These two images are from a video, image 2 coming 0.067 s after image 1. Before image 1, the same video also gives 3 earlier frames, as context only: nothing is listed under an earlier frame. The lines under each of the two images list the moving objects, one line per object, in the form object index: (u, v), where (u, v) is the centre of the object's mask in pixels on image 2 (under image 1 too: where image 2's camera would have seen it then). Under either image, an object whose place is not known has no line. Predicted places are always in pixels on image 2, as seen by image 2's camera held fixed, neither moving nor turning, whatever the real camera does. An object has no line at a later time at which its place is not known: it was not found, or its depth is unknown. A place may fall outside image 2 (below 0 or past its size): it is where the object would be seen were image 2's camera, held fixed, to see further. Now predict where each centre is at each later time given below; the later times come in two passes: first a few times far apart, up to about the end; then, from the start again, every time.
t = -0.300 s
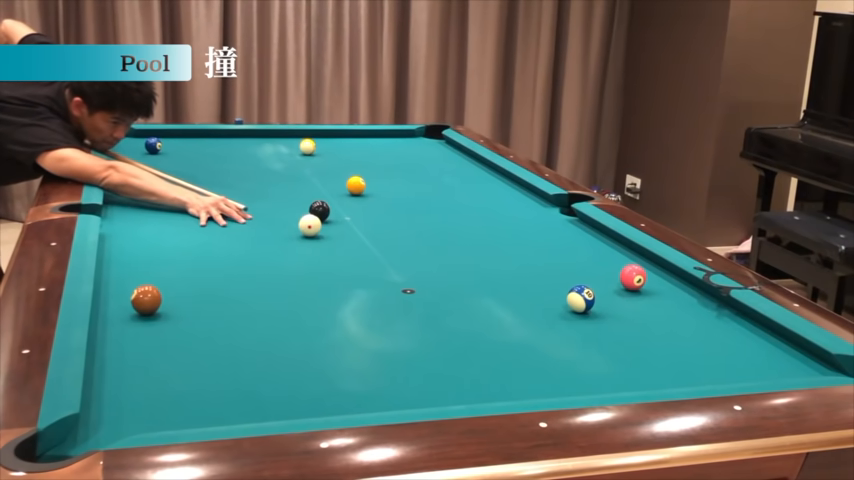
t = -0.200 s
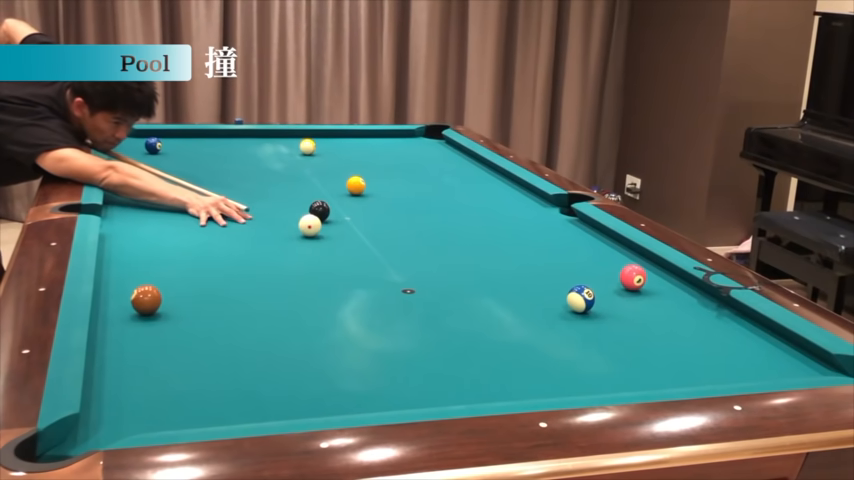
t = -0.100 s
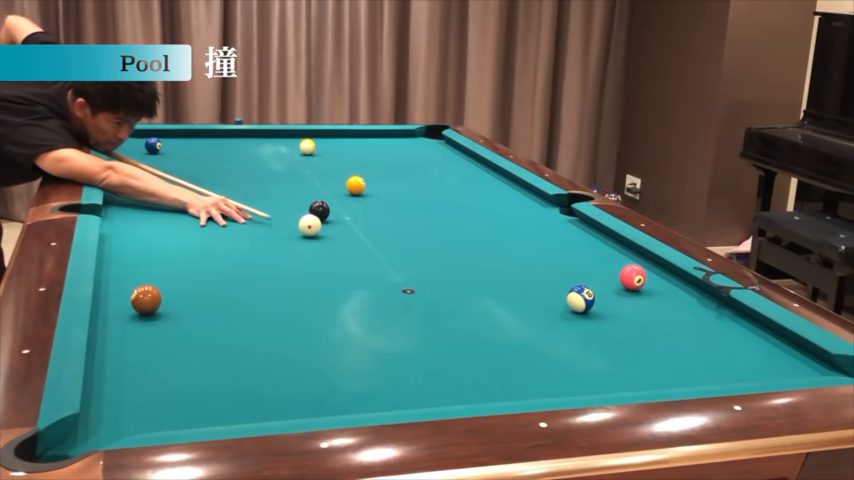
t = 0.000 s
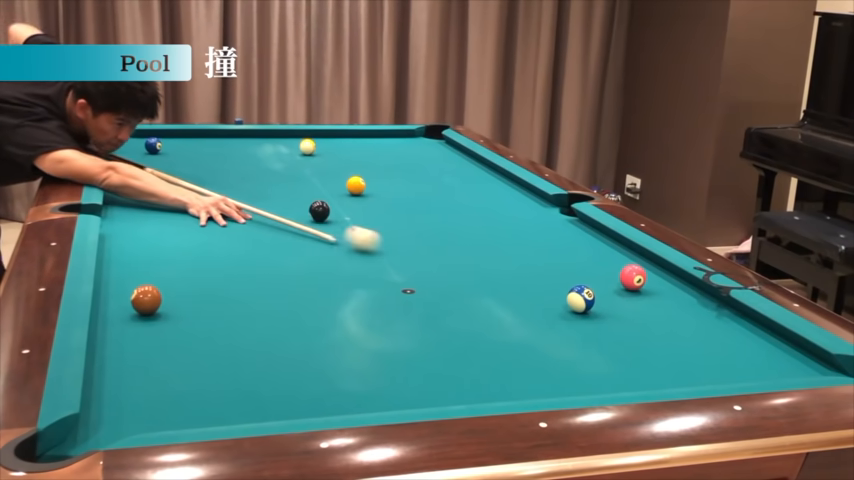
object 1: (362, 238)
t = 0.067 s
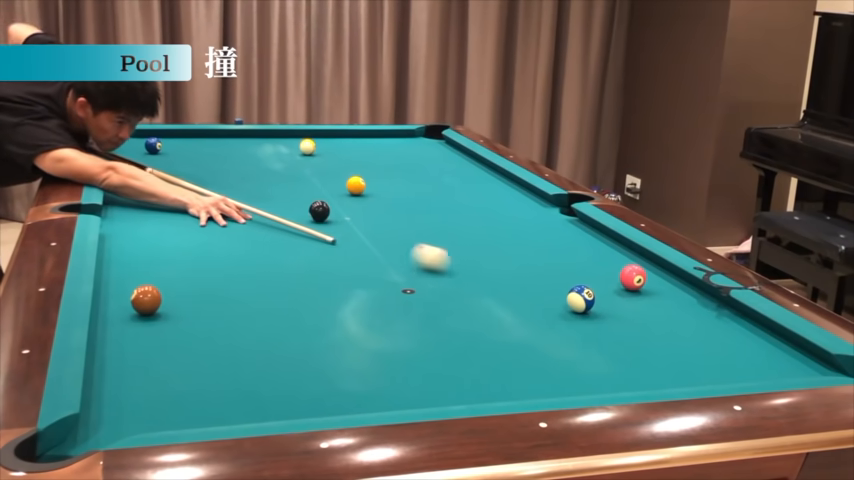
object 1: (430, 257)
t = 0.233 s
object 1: (558, 291)
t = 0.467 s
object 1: (536, 284)
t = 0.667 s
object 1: (511, 276)
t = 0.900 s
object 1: (485, 268)
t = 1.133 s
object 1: (460, 261)
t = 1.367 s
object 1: (439, 254)
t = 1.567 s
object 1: (422, 248)
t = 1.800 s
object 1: (404, 243)
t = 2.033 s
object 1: (389, 238)
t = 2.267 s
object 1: (374, 234)
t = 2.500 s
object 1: (361, 230)
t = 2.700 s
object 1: (352, 226)
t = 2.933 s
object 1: (342, 224)
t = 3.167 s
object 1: (333, 221)
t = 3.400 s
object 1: (324, 218)
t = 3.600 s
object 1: (318, 217)
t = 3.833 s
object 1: (312, 215)
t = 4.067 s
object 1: (307, 215)
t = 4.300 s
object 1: (303, 214)
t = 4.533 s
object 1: (301, 214)
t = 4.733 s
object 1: (300, 213)
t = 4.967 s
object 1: (300, 213)
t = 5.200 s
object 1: (300, 213)
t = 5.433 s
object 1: (300, 213)
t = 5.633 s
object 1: (300, 213)
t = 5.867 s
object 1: (300, 213)
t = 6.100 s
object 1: (300, 213)
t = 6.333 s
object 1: (300, 213)
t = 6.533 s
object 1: (300, 213)
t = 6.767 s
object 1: (300, 213)
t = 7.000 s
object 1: (300, 213)
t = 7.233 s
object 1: (300, 213)
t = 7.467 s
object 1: (300, 213)
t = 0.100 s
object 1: (466, 266)
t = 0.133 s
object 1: (503, 276)
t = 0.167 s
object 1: (541, 287)
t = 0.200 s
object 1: (558, 291)
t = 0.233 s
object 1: (558, 291)
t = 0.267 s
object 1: (557, 291)
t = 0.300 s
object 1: (556, 290)
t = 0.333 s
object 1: (552, 289)
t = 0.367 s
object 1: (549, 288)
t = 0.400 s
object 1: (544, 287)
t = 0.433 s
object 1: (540, 285)
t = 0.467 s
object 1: (536, 284)
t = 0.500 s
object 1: (531, 282)
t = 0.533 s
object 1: (527, 281)
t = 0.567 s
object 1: (523, 280)
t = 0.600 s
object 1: (519, 279)
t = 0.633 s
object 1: (515, 277)
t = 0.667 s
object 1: (511, 276)
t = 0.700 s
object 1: (507, 275)
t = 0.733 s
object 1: (503, 274)
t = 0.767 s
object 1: (499, 272)
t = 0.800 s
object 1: (496, 271)
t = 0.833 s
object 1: (492, 270)
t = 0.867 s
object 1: (488, 269)
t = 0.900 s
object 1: (485, 268)
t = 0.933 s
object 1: (481, 267)
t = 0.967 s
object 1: (477, 266)
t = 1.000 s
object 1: (474, 265)
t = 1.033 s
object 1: (471, 263)
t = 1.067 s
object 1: (467, 263)
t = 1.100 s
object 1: (464, 261)
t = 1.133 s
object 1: (460, 261)
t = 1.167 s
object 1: (457, 259)
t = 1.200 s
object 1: (454, 258)
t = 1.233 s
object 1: (451, 258)
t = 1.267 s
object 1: (448, 256)
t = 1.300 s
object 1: (445, 255)
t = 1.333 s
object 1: (442, 255)
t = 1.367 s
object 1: (439, 254)
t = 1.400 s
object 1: (436, 253)
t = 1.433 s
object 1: (433, 252)
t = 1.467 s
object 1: (430, 251)
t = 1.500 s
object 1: (428, 250)
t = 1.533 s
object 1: (425, 249)
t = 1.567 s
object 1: (422, 248)
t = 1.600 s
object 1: (420, 248)
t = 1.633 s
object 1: (417, 247)
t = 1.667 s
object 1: (414, 246)
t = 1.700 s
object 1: (412, 245)
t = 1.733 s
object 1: (409, 244)
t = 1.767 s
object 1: (407, 244)
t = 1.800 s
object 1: (404, 243)
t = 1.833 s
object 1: (402, 242)
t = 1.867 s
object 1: (400, 241)
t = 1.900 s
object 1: (397, 241)
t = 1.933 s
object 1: (395, 240)
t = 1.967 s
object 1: (393, 239)
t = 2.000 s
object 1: (390, 239)
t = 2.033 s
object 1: (389, 238)
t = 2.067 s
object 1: (387, 237)
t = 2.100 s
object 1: (384, 236)
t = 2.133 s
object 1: (382, 236)
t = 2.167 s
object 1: (380, 235)
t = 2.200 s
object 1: (378, 235)
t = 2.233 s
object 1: (376, 234)
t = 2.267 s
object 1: (374, 234)
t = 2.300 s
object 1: (372, 233)
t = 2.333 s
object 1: (370, 232)
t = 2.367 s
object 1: (368, 232)
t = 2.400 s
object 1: (367, 231)
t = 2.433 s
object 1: (365, 230)
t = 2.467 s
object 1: (363, 230)
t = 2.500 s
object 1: (361, 230)
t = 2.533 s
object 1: (360, 229)
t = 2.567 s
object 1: (358, 228)
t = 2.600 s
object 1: (357, 228)
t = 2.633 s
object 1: (355, 227)
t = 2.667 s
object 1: (353, 227)
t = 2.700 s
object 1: (352, 226)
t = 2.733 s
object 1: (350, 226)
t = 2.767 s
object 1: (349, 225)
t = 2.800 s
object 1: (347, 225)
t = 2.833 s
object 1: (346, 225)
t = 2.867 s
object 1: (344, 224)
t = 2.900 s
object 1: (343, 224)
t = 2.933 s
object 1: (342, 224)
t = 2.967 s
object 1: (340, 223)
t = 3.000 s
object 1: (339, 222)
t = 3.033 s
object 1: (337, 222)
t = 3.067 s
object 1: (336, 222)
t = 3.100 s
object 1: (335, 221)
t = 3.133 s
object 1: (334, 221)
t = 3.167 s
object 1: (333, 221)
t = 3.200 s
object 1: (331, 220)
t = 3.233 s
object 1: (330, 220)
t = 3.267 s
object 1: (329, 220)
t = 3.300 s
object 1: (328, 219)
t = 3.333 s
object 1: (326, 219)
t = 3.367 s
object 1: (325, 219)
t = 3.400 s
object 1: (324, 218)
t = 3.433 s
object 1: (323, 218)
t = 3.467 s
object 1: (322, 218)
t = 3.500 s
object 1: (321, 217)
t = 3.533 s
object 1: (320, 217)
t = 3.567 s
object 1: (319, 217)
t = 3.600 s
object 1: (318, 217)
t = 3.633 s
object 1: (317, 216)
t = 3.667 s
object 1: (316, 216)
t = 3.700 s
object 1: (315, 216)
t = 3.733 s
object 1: (315, 216)
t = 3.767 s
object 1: (313, 216)
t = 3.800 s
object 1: (313, 215)
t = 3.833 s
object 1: (312, 215)
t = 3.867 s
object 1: (311, 215)
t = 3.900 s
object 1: (310, 215)
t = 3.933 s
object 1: (309, 215)
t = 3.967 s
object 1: (309, 215)
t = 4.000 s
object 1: (308, 215)
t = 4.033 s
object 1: (307, 215)
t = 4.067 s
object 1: (307, 215)
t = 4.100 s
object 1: (306, 215)
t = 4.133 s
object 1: (305, 215)
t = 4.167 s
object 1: (305, 214)
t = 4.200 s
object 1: (304, 214)
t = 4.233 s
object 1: (304, 214)
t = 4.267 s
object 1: (303, 214)
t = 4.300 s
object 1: (303, 214)
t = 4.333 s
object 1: (302, 214)
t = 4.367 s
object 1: (302, 214)
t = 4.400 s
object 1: (302, 214)
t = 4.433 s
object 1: (301, 214)
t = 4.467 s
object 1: (301, 214)
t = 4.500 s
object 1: (301, 214)
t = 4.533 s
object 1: (301, 214)
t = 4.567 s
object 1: (301, 214)
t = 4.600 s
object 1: (301, 214)
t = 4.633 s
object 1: (300, 214)
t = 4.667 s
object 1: (300, 214)
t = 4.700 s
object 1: (300, 213)
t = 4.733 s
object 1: (300, 213)
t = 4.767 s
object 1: (300, 213)
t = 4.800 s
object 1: (300, 213)
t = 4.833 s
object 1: (300, 213)
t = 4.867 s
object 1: (300, 213)
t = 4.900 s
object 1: (300, 213)
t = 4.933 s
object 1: (300, 213)
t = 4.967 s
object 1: (300, 213)
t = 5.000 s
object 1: (300, 213)
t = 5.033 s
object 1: (300, 213)
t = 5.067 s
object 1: (300, 213)
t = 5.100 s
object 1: (300, 213)
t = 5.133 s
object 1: (300, 213)
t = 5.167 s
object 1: (300, 213)
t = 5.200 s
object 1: (300, 213)
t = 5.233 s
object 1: (300, 213)
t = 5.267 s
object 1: (300, 213)
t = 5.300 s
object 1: (300, 213)
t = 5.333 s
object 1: (300, 213)
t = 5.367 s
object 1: (300, 213)
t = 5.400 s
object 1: (300, 213)
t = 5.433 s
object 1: (300, 213)
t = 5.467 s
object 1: (300, 213)
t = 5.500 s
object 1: (300, 213)
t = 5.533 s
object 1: (300, 213)
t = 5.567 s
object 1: (300, 213)
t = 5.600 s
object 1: (300, 213)
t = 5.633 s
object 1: (300, 213)
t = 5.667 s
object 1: (300, 213)
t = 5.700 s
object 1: (300, 213)
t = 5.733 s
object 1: (300, 213)
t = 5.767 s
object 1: (300, 213)
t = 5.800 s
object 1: (300, 213)
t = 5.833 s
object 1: (300, 213)
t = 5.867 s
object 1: (300, 213)
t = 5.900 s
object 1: (300, 213)
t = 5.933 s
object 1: (300, 213)
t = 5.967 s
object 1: (300, 213)
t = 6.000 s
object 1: (300, 213)
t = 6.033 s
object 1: (300, 213)
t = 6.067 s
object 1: (300, 213)
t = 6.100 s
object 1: (300, 213)
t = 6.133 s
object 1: (300, 213)
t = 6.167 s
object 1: (300, 213)
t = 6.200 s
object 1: (300, 213)
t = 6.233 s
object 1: (300, 213)
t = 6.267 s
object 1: (300, 213)
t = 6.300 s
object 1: (300, 213)
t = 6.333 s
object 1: (300, 213)
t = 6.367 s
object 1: (300, 213)
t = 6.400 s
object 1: (300, 213)
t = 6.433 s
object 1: (300, 213)
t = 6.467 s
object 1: (300, 213)
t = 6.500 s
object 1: (300, 213)
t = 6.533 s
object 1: (300, 213)
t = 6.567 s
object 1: (300, 213)
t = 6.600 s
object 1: (300, 213)
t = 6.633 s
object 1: (300, 213)
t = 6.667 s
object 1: (300, 213)
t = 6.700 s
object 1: (300, 213)
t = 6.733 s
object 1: (300, 213)
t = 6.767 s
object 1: (300, 213)
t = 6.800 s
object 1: (300, 213)
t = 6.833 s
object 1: (300, 213)
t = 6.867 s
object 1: (300, 213)
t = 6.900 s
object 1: (300, 213)
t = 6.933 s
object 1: (300, 213)
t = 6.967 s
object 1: (300, 213)
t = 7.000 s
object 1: (300, 213)
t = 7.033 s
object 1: (300, 213)
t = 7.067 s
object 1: (300, 213)
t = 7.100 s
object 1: (300, 213)
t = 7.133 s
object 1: (300, 213)
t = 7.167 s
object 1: (300, 213)
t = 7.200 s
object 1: (300, 213)
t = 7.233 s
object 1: (300, 213)
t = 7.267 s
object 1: (300, 213)
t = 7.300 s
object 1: (300, 213)
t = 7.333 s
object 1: (300, 213)
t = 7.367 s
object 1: (300, 213)
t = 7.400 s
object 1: (300, 213)
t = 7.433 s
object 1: (300, 213)
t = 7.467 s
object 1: (300, 213)
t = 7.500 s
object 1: (300, 213)
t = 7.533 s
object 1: (300, 213)
